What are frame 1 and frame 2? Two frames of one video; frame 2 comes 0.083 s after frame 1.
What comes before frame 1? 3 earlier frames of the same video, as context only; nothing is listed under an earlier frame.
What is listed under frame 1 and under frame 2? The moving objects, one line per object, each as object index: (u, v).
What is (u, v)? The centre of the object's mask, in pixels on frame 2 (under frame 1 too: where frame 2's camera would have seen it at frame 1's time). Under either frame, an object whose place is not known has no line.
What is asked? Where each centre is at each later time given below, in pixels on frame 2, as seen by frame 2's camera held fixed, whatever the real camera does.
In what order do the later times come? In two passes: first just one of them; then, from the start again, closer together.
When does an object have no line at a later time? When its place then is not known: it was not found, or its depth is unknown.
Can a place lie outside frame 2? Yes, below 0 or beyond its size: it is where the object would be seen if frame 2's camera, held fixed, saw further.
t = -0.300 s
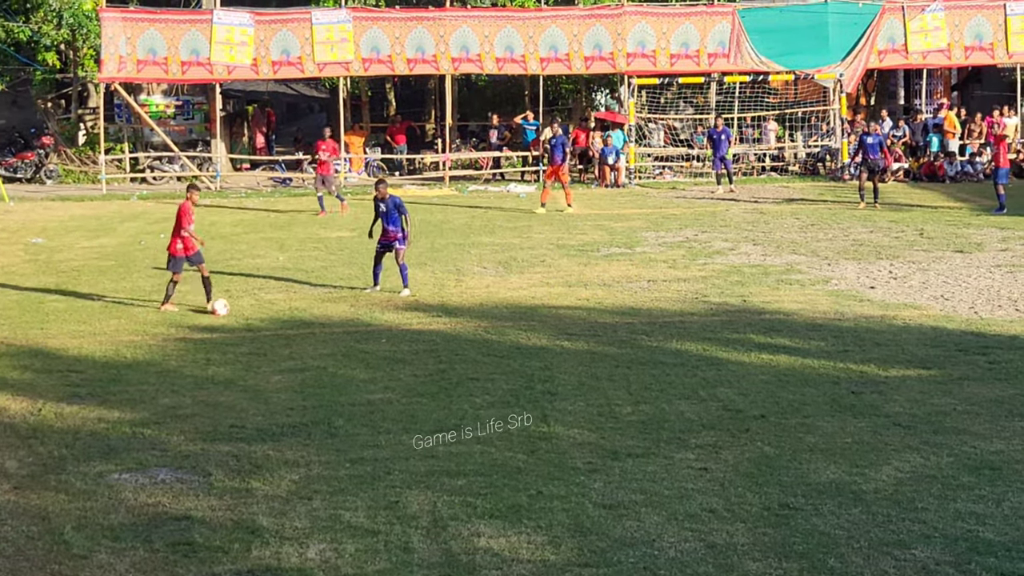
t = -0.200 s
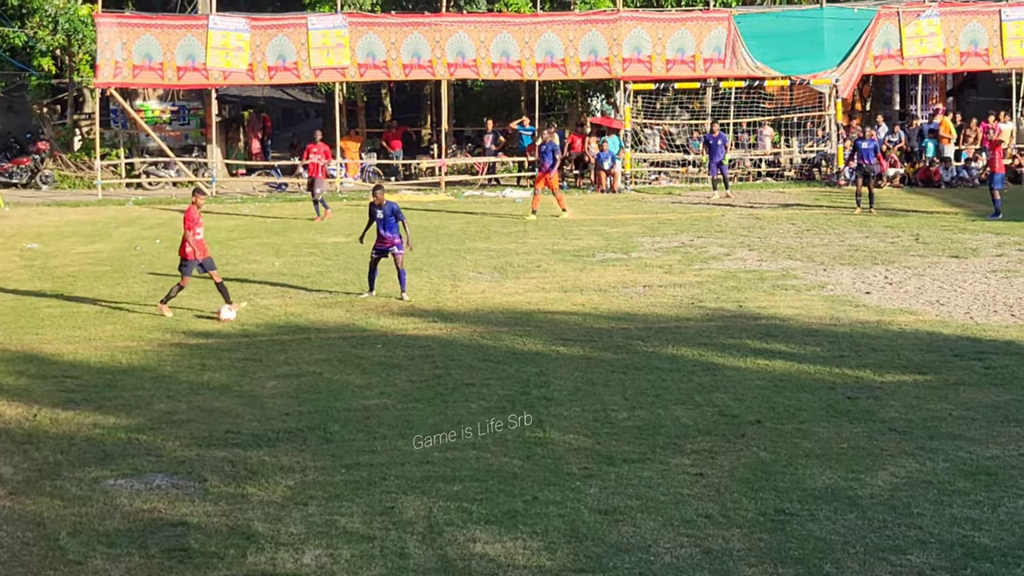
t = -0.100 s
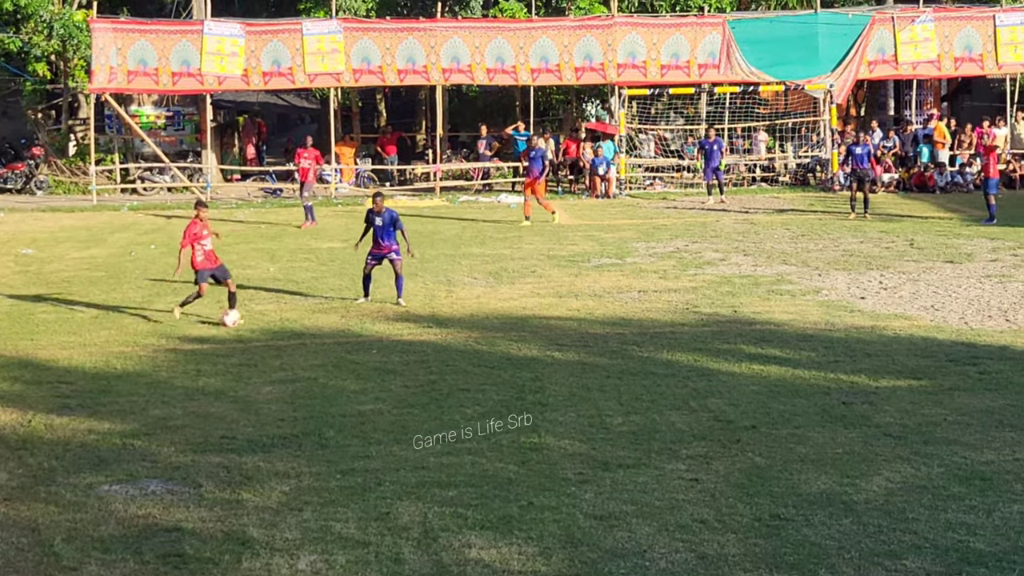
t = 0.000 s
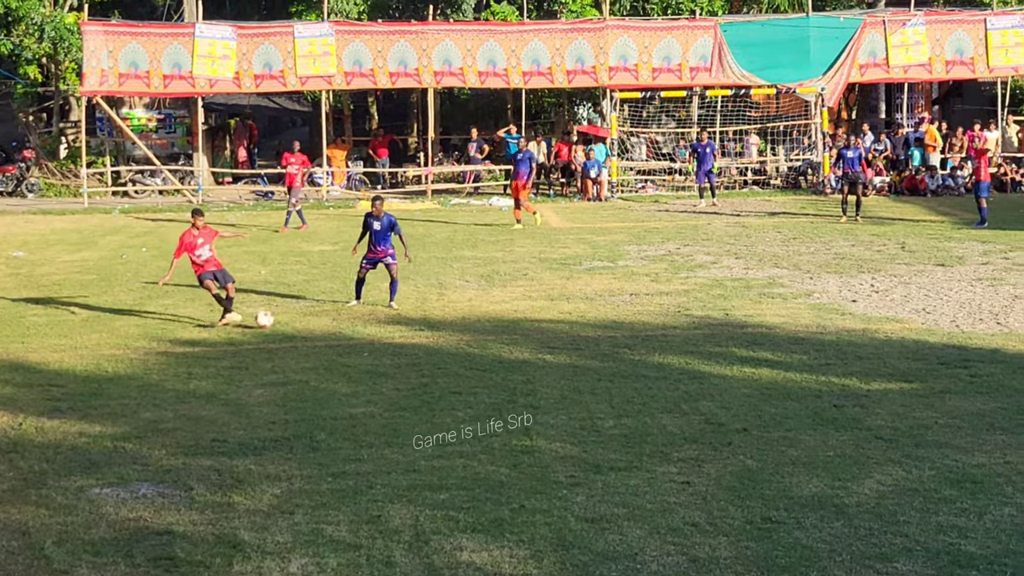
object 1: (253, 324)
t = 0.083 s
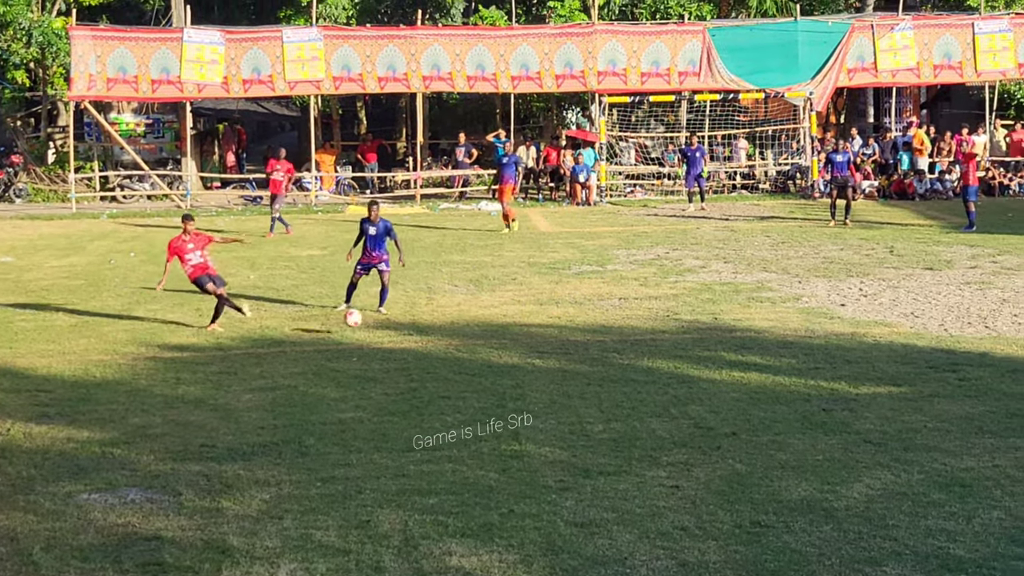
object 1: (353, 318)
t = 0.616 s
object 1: (953, 323)
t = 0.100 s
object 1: (373, 317)
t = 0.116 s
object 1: (393, 318)
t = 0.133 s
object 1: (413, 317)
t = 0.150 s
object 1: (430, 317)
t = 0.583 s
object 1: (916, 320)
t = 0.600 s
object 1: (935, 321)
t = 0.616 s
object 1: (953, 323)
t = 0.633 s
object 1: (972, 325)
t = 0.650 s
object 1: (990, 327)
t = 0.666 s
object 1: (1008, 330)
